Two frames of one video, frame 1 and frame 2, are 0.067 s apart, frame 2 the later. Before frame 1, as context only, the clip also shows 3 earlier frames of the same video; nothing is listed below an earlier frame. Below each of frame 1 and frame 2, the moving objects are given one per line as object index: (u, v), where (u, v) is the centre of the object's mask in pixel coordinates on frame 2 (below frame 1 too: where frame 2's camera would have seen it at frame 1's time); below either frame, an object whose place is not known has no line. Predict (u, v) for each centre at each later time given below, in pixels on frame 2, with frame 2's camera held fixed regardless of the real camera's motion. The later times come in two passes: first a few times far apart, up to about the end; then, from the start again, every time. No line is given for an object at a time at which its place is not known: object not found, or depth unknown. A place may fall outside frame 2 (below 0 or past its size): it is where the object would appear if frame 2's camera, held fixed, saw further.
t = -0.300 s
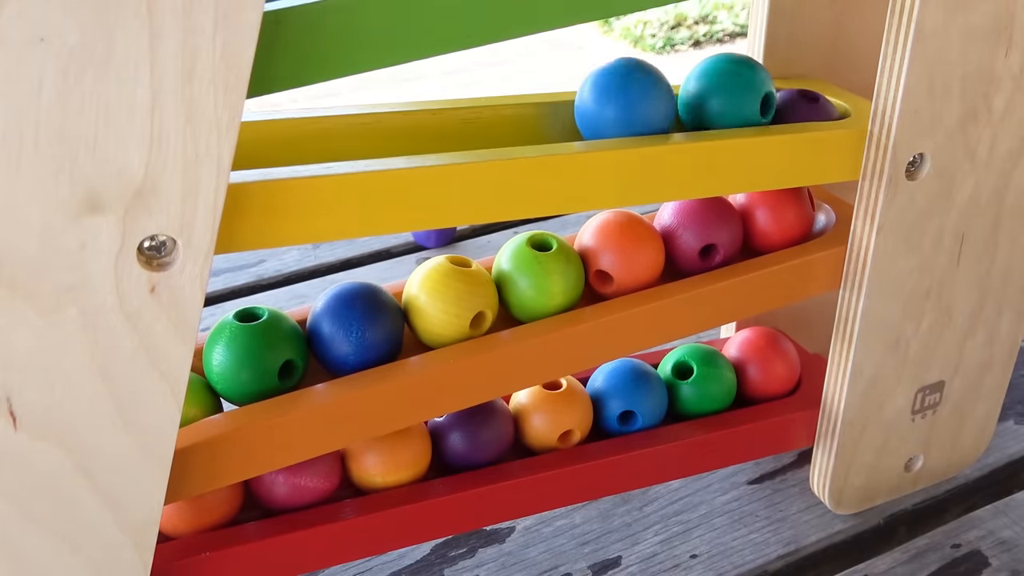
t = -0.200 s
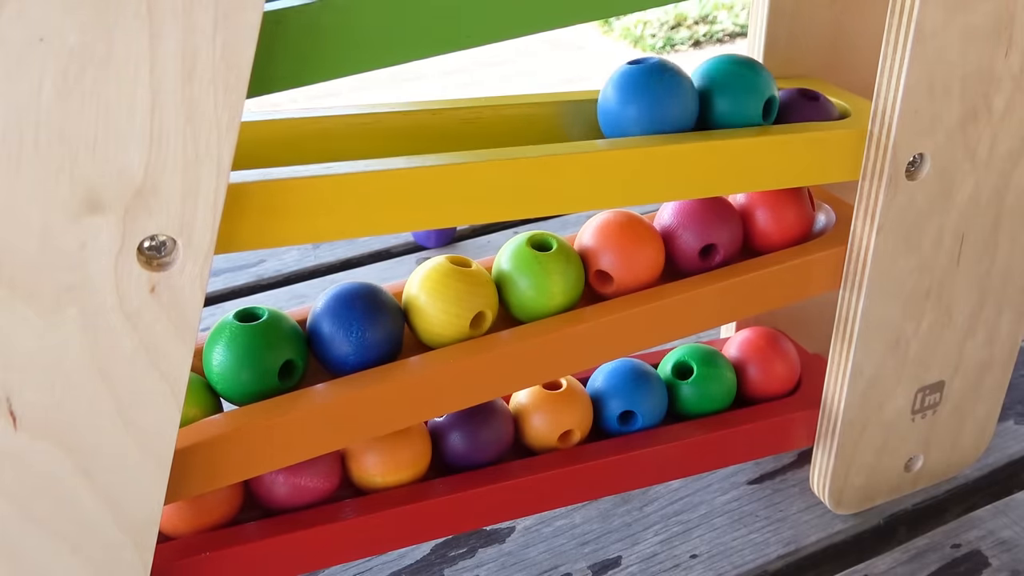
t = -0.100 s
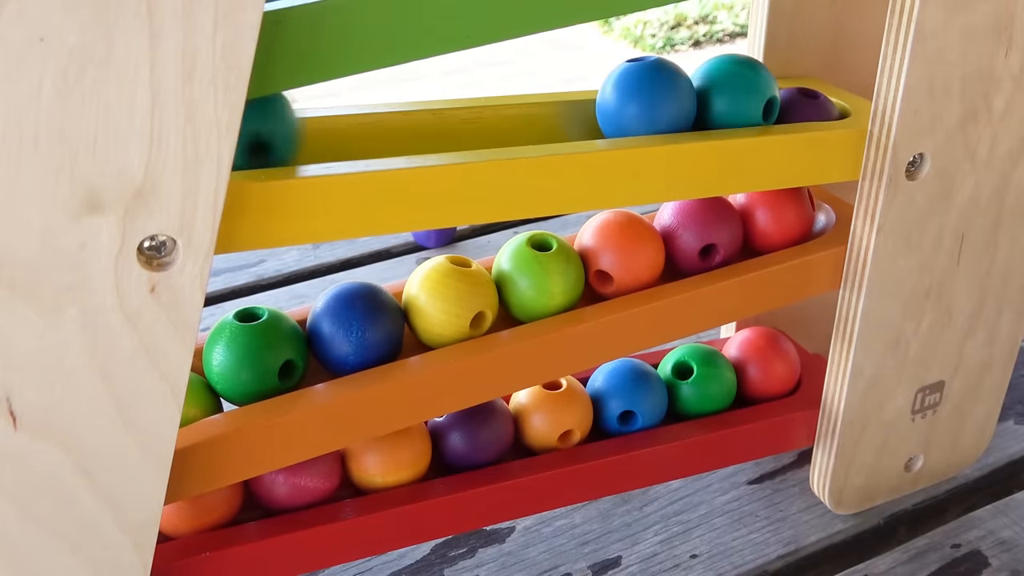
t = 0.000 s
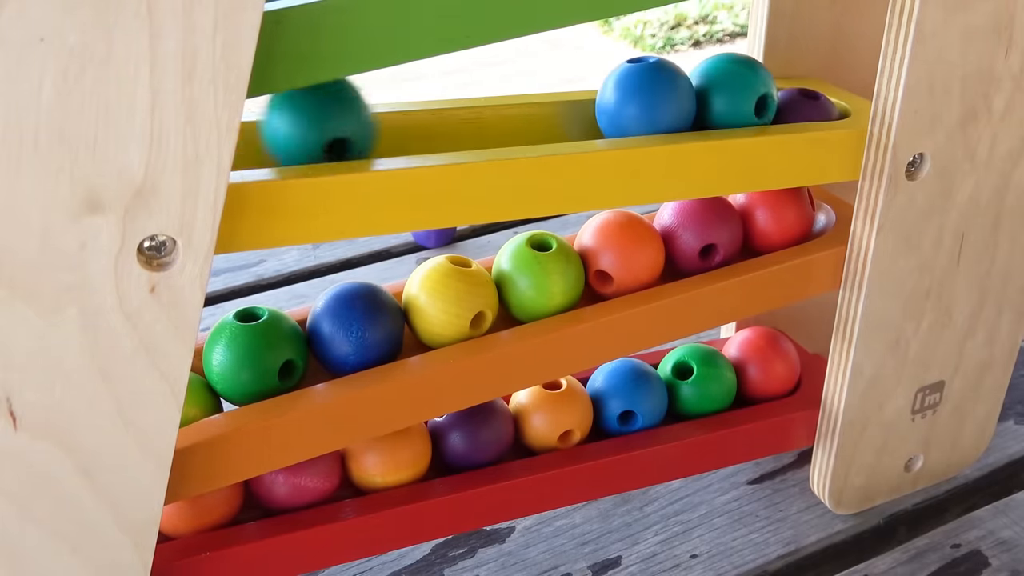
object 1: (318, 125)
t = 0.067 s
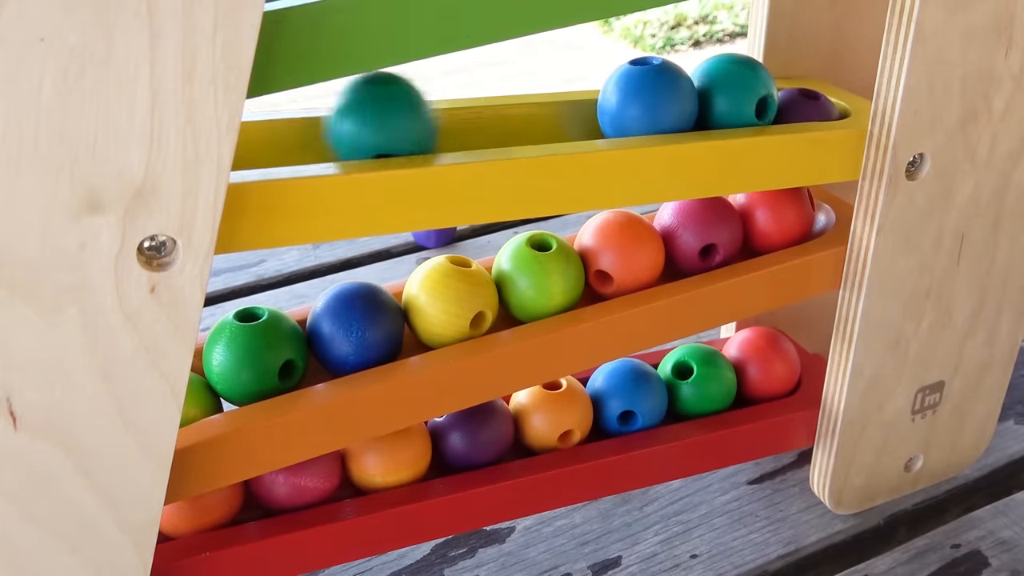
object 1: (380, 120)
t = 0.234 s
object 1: (554, 107)
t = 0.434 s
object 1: (554, 106)
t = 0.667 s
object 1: (554, 106)
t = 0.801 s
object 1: (555, 106)
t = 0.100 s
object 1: (412, 118)
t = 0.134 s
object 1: (443, 114)
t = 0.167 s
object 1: (481, 112)
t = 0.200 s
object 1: (526, 111)
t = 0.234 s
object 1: (554, 107)
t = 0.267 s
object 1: (550, 106)
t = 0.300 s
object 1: (551, 106)
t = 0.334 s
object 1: (555, 107)
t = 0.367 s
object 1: (558, 107)
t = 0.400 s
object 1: (555, 106)
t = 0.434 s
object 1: (554, 106)
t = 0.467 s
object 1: (556, 106)
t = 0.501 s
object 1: (557, 107)
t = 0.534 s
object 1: (555, 106)
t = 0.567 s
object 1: (555, 106)
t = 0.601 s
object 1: (556, 106)
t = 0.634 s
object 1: (555, 106)
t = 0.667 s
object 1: (554, 106)
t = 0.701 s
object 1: (556, 106)
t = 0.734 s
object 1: (556, 106)
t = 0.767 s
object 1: (555, 106)
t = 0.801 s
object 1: (555, 106)
